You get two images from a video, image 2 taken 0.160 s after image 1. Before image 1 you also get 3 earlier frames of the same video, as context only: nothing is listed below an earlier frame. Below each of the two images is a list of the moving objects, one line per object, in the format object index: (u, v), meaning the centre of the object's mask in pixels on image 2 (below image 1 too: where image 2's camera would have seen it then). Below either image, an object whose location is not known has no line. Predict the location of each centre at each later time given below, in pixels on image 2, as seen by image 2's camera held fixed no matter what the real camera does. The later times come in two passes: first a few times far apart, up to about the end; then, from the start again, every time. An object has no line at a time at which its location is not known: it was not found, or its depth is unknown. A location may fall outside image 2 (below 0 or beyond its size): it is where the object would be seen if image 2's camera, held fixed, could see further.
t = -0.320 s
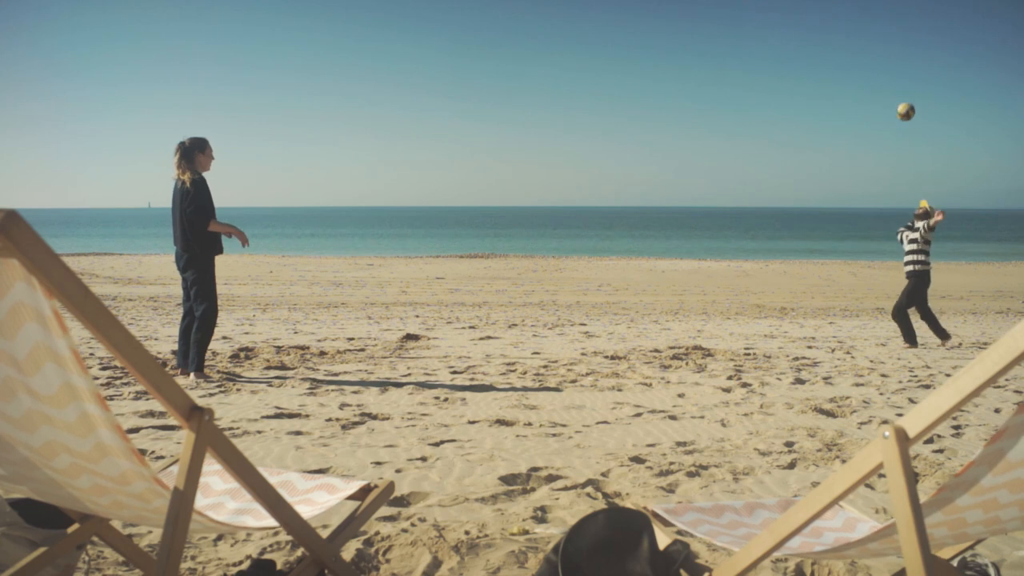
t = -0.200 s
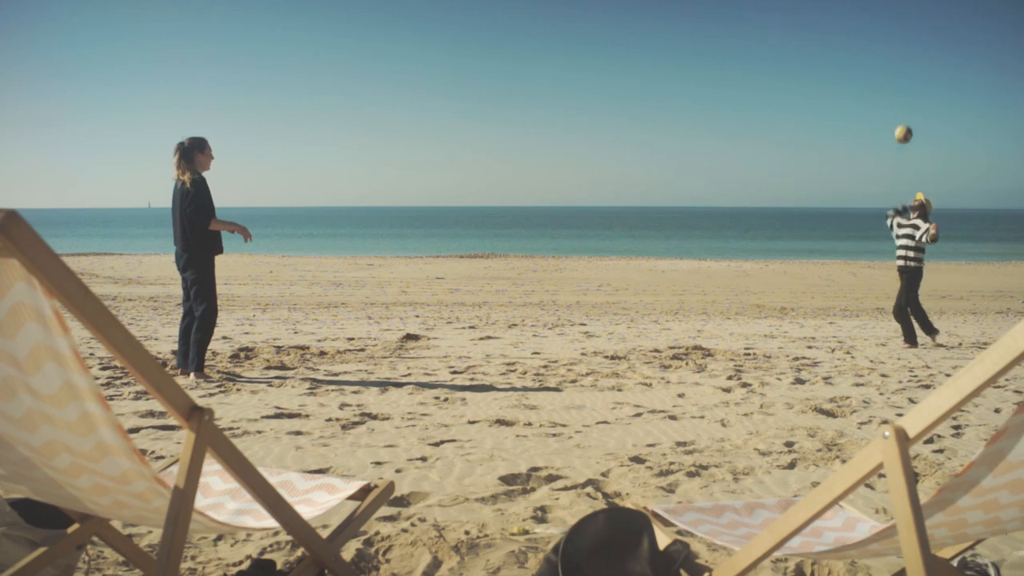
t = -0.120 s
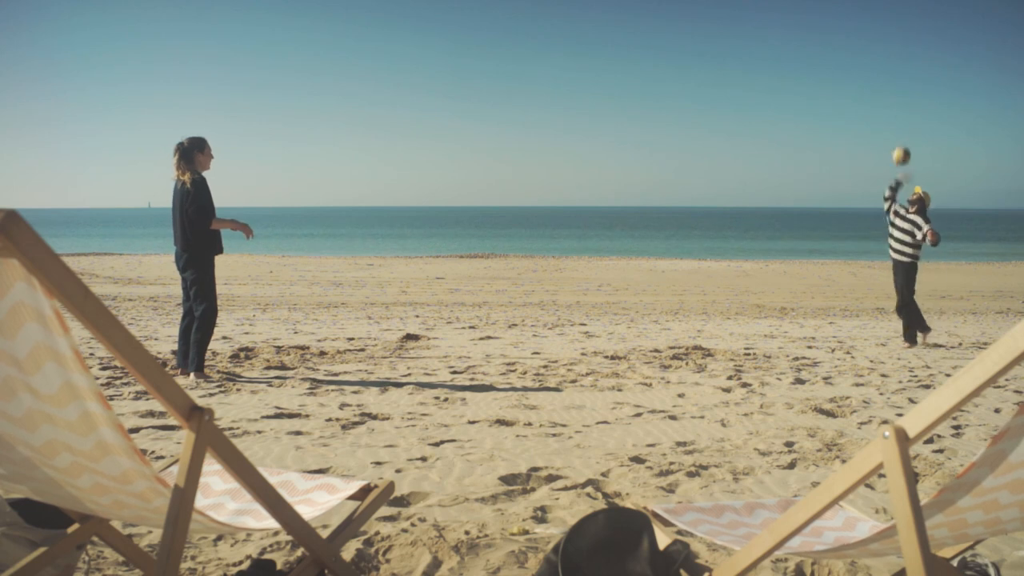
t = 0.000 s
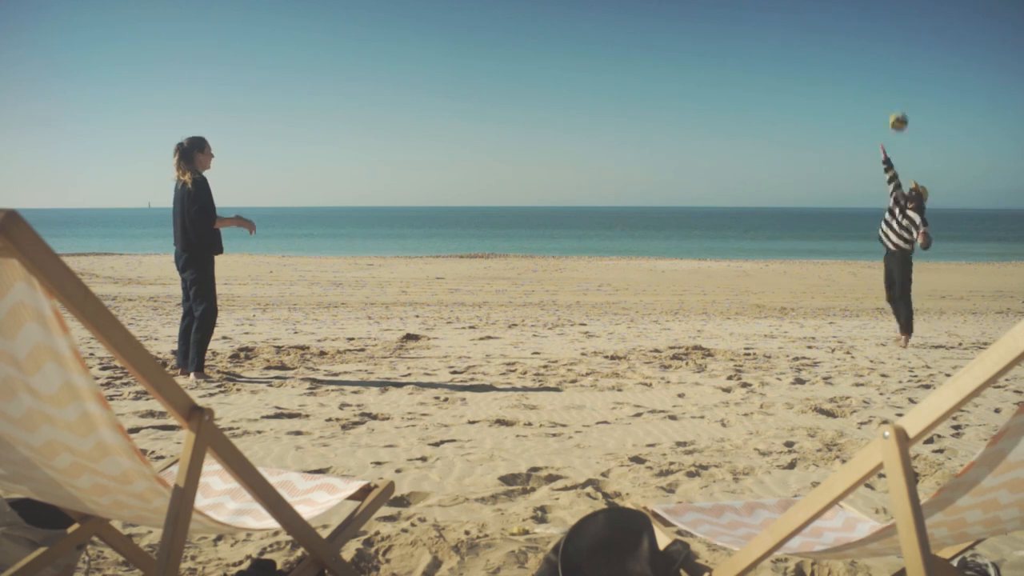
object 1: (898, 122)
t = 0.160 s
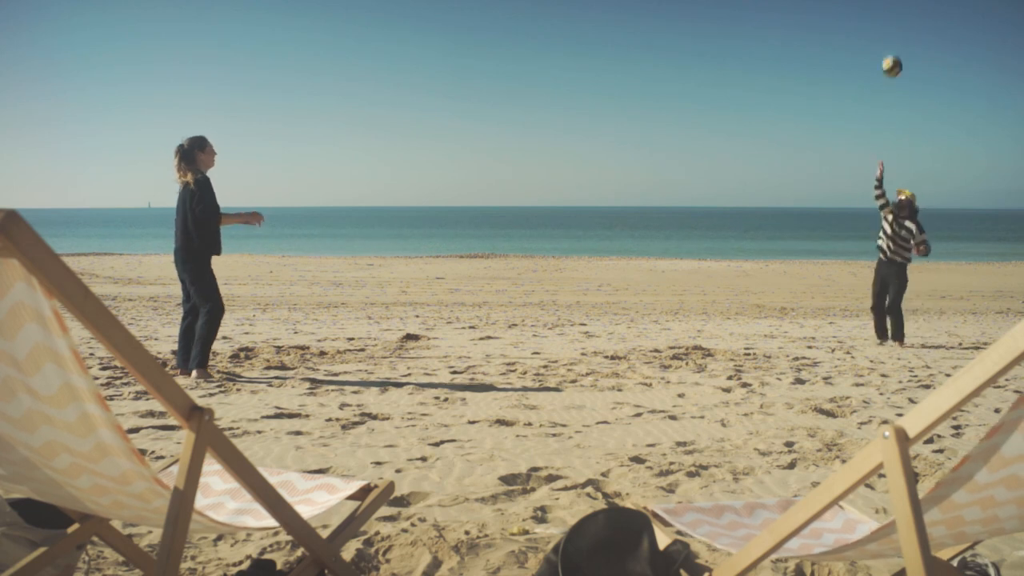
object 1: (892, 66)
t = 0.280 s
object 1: (887, 36)
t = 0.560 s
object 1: (871, 12)
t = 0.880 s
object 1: (843, 108)
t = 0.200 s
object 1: (890, 55)
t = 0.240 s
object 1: (889, 45)
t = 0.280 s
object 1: (887, 36)
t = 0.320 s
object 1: (885, 27)
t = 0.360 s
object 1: (883, 21)
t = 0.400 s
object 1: (881, 16)
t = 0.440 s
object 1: (878, 12)
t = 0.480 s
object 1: (876, 11)
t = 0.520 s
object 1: (874, 11)
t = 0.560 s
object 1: (871, 12)
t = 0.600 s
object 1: (868, 15)
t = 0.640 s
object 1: (865, 21)
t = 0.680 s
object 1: (862, 29)
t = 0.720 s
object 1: (858, 39)
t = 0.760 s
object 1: (854, 51)
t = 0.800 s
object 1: (851, 67)
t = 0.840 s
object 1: (847, 86)
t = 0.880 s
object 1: (843, 108)
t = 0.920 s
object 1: (838, 132)
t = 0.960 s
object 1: (833, 163)
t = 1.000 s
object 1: (828, 197)
